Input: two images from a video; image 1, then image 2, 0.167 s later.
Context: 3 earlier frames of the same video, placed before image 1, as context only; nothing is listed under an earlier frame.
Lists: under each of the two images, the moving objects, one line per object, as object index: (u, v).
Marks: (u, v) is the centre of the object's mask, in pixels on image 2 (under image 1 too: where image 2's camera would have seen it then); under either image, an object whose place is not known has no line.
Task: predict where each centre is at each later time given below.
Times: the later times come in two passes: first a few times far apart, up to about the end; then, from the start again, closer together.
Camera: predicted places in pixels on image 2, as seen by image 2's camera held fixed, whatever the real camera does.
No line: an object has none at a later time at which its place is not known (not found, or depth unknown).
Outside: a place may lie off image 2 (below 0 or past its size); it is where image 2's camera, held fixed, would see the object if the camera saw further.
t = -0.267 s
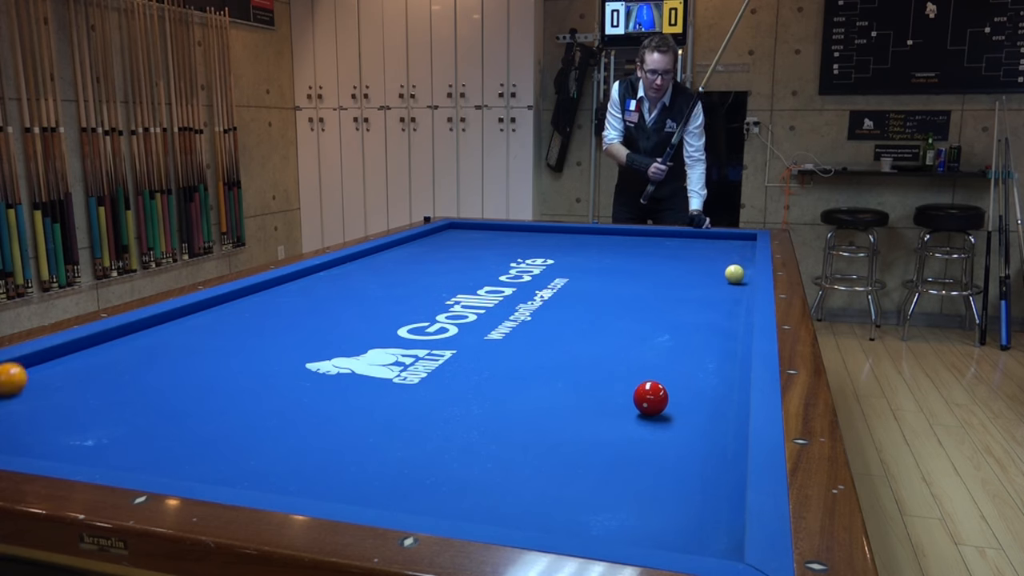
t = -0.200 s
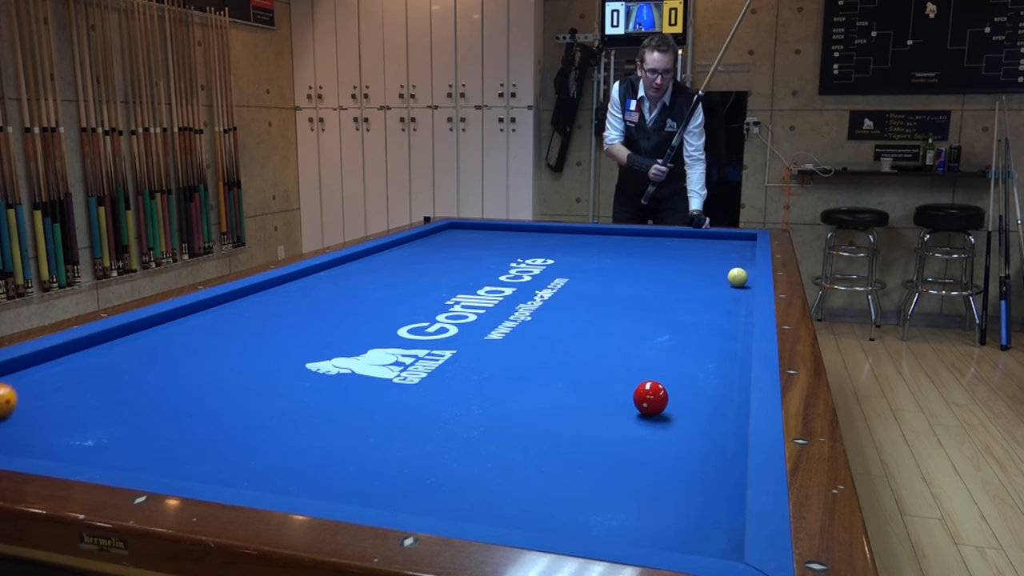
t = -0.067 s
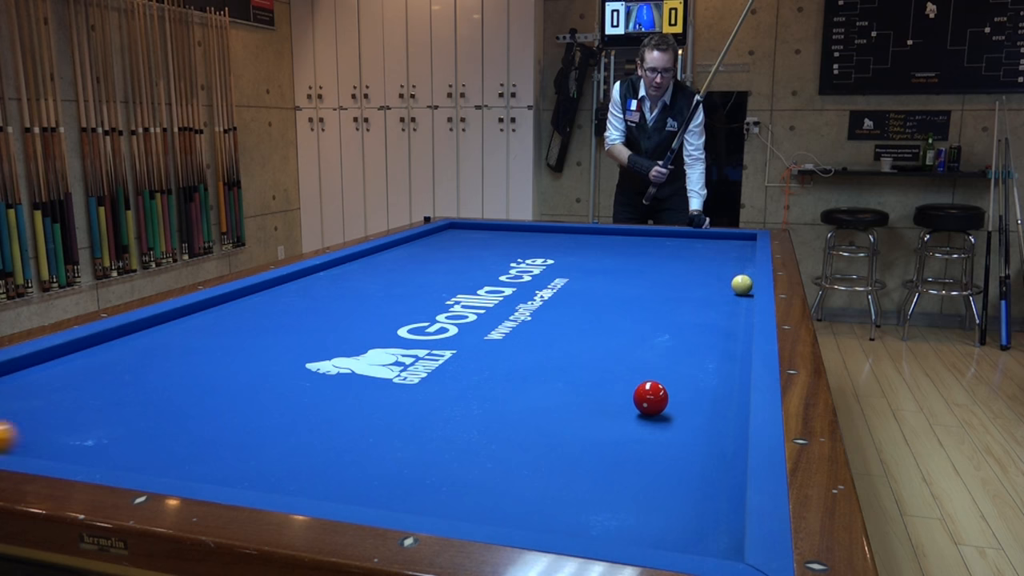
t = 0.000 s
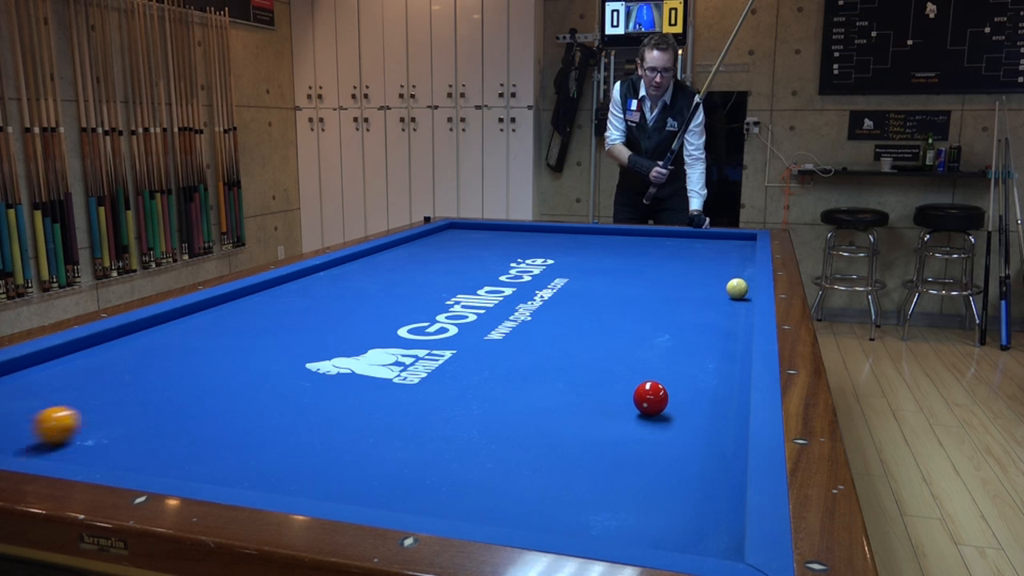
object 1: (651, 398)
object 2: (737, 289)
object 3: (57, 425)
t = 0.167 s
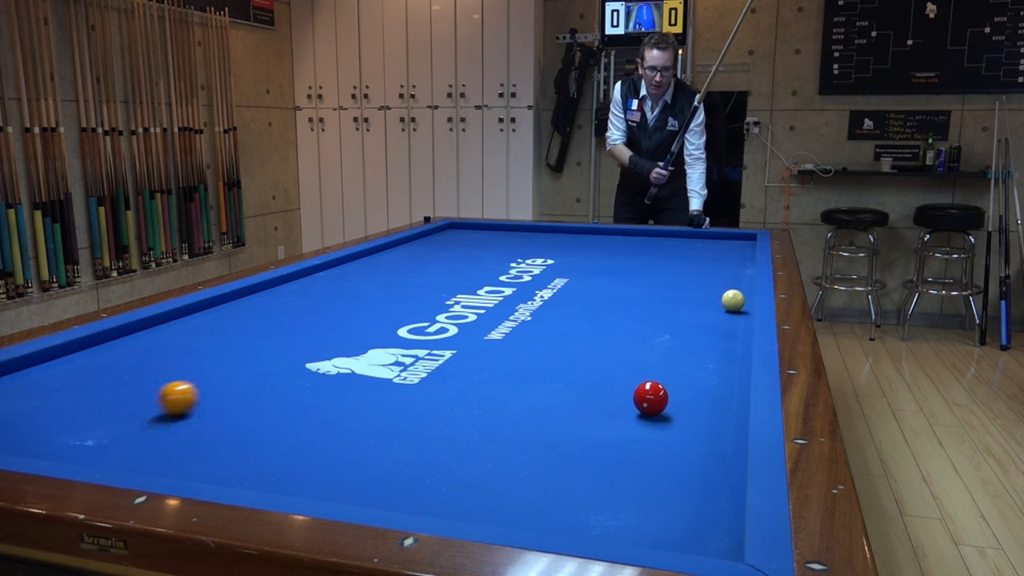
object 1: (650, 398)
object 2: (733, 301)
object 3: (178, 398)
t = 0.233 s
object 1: (650, 398)
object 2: (733, 306)
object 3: (215, 390)
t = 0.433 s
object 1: (651, 398)
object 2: (733, 326)
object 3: (300, 373)
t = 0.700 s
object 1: (651, 398)
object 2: (732, 358)
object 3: (396, 353)
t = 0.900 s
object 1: (651, 398)
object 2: (731, 390)
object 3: (457, 341)
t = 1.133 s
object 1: (651, 398)
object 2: (725, 440)
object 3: (519, 328)
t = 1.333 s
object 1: (651, 398)
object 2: (715, 498)
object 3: (566, 318)
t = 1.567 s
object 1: (651, 398)
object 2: (713, 525)
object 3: (615, 308)
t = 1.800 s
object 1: (651, 398)
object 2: (694, 482)
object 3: (658, 299)
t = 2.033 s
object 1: (651, 398)
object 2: (679, 451)
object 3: (696, 291)
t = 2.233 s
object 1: (650, 397)
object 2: (669, 429)
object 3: (726, 284)
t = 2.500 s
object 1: (645, 389)
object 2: (660, 410)
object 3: (735, 276)
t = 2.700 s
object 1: (641, 382)
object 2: (659, 405)
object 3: (724, 271)
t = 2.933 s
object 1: (636, 373)
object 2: (658, 400)
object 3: (712, 264)
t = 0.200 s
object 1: (651, 398)
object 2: (733, 303)
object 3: (197, 394)
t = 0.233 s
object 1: (650, 398)
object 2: (733, 306)
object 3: (215, 390)
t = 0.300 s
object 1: (651, 398)
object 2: (733, 312)
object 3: (246, 384)
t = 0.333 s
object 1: (651, 398)
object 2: (733, 316)
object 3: (260, 381)
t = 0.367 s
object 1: (651, 398)
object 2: (733, 319)
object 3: (274, 378)
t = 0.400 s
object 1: (651, 398)
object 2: (732, 322)
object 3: (288, 376)
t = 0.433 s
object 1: (651, 398)
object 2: (733, 326)
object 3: (300, 373)
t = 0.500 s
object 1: (650, 398)
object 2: (732, 333)
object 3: (326, 368)
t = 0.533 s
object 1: (651, 398)
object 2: (732, 337)
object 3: (338, 365)
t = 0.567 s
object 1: (651, 398)
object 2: (732, 341)
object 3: (350, 363)
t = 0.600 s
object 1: (651, 398)
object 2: (732, 345)
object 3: (362, 360)
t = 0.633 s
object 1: (651, 398)
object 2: (732, 349)
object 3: (374, 357)
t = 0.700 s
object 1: (651, 398)
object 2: (732, 358)
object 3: (396, 353)
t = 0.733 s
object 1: (651, 398)
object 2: (732, 363)
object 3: (407, 351)
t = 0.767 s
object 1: (651, 398)
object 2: (732, 368)
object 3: (417, 349)
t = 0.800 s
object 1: (651, 398)
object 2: (732, 373)
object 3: (428, 347)
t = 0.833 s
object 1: (651, 398)
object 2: (731, 379)
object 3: (438, 345)
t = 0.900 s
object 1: (651, 398)
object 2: (731, 390)
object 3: (457, 341)
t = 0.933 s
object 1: (651, 398)
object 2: (731, 397)
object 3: (466, 339)
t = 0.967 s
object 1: (651, 398)
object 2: (731, 403)
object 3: (476, 337)
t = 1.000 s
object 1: (651, 398)
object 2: (730, 410)
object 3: (484, 335)
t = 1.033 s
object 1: (651, 398)
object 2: (729, 417)
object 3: (493, 333)
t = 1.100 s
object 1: (651, 398)
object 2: (727, 432)
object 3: (511, 329)
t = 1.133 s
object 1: (651, 398)
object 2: (725, 440)
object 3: (519, 328)
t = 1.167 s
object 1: (651, 398)
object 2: (724, 448)
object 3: (528, 326)
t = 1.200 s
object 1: (651, 398)
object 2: (722, 457)
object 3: (536, 325)
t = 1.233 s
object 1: (651, 398)
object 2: (720, 466)
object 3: (544, 323)
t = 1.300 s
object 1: (651, 398)
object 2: (717, 487)
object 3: (559, 320)
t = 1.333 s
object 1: (651, 398)
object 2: (715, 498)
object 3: (566, 318)
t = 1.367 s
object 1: (651, 398)
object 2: (713, 509)
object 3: (574, 316)
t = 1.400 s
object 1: (651, 398)
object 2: (712, 522)
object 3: (581, 315)
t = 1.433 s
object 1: (651, 398)
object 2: (709, 532)
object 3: (588, 313)
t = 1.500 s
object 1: (651, 398)
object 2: (712, 539)
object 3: (601, 310)
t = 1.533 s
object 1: (651, 398)
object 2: (717, 533)
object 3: (608, 309)
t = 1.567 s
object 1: (651, 398)
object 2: (713, 525)
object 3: (615, 308)
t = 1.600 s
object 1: (651, 398)
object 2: (709, 517)
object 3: (621, 306)
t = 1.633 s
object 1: (651, 398)
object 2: (706, 509)
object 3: (627, 305)
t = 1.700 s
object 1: (651, 398)
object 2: (701, 497)
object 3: (640, 302)
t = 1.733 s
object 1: (651, 398)
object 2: (698, 492)
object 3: (646, 301)
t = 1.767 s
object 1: (651, 398)
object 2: (696, 486)
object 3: (652, 300)
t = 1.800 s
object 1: (651, 398)
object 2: (694, 482)
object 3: (658, 299)
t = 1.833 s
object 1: (651, 398)
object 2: (691, 477)
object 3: (664, 297)
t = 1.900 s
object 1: (651, 398)
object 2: (687, 468)
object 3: (675, 295)
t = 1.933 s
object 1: (651, 398)
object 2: (685, 463)
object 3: (680, 294)
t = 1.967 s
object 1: (651, 398)
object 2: (683, 459)
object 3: (685, 293)
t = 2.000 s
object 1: (651, 398)
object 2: (681, 455)
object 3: (691, 292)
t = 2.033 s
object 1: (651, 398)
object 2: (679, 451)
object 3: (696, 291)
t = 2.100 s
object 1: (651, 398)
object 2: (675, 443)
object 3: (706, 289)
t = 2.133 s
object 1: (651, 398)
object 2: (673, 439)
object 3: (711, 287)
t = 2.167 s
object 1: (651, 398)
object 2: (672, 436)
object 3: (716, 286)
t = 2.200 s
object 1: (650, 398)
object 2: (670, 432)
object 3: (721, 285)
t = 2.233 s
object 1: (650, 397)
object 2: (669, 429)
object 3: (726, 284)
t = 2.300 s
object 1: (649, 396)
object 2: (665, 422)
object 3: (735, 282)
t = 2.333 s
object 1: (648, 395)
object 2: (664, 419)
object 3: (739, 281)
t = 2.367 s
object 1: (648, 393)
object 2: (662, 416)
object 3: (744, 280)
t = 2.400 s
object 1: (647, 392)
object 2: (661, 413)
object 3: (743, 279)
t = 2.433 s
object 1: (646, 391)
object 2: (659, 410)
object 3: (740, 278)
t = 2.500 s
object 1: (645, 389)
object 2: (660, 410)
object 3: (735, 276)
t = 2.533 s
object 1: (644, 388)
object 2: (660, 409)
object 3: (734, 275)
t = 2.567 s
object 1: (643, 387)
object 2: (659, 408)
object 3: (732, 274)
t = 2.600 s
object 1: (643, 386)
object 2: (660, 407)
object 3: (729, 273)
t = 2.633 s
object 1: (642, 384)
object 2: (659, 407)
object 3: (728, 272)
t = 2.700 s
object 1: (641, 382)
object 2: (659, 405)
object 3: (724, 271)
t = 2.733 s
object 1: (640, 381)
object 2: (659, 404)
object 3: (722, 270)
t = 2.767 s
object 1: (639, 379)
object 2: (659, 404)
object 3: (720, 269)
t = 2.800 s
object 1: (639, 378)
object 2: (659, 403)
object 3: (718, 268)
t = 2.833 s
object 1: (638, 377)
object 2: (659, 402)
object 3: (717, 267)
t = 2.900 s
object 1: (637, 375)
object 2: (658, 401)
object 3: (713, 265)
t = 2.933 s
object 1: (636, 373)
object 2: (658, 400)
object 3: (712, 264)
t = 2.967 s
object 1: (635, 372)
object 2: (658, 400)
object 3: (710, 264)
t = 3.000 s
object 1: (635, 370)
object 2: (658, 399)
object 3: (708, 263)
